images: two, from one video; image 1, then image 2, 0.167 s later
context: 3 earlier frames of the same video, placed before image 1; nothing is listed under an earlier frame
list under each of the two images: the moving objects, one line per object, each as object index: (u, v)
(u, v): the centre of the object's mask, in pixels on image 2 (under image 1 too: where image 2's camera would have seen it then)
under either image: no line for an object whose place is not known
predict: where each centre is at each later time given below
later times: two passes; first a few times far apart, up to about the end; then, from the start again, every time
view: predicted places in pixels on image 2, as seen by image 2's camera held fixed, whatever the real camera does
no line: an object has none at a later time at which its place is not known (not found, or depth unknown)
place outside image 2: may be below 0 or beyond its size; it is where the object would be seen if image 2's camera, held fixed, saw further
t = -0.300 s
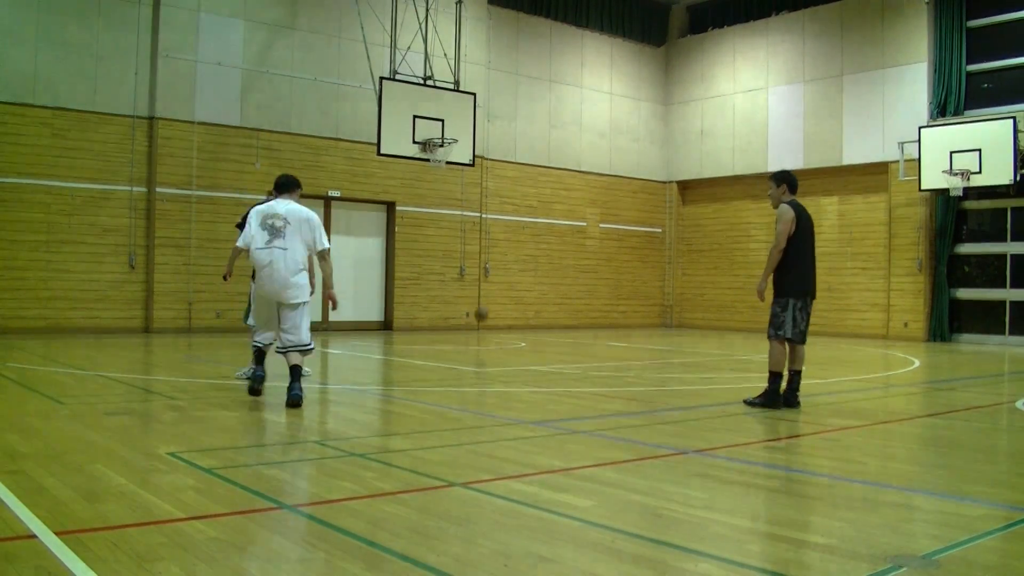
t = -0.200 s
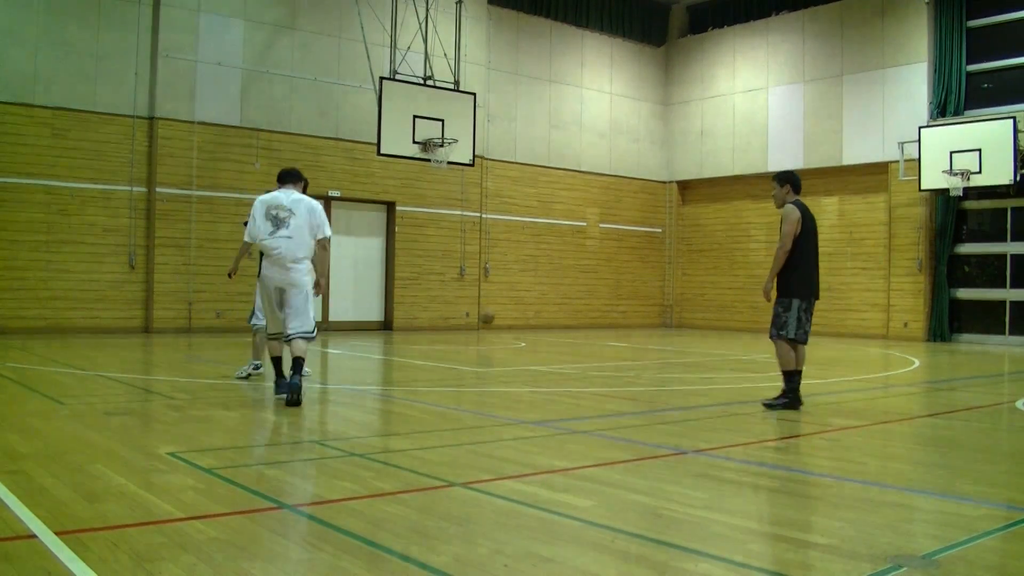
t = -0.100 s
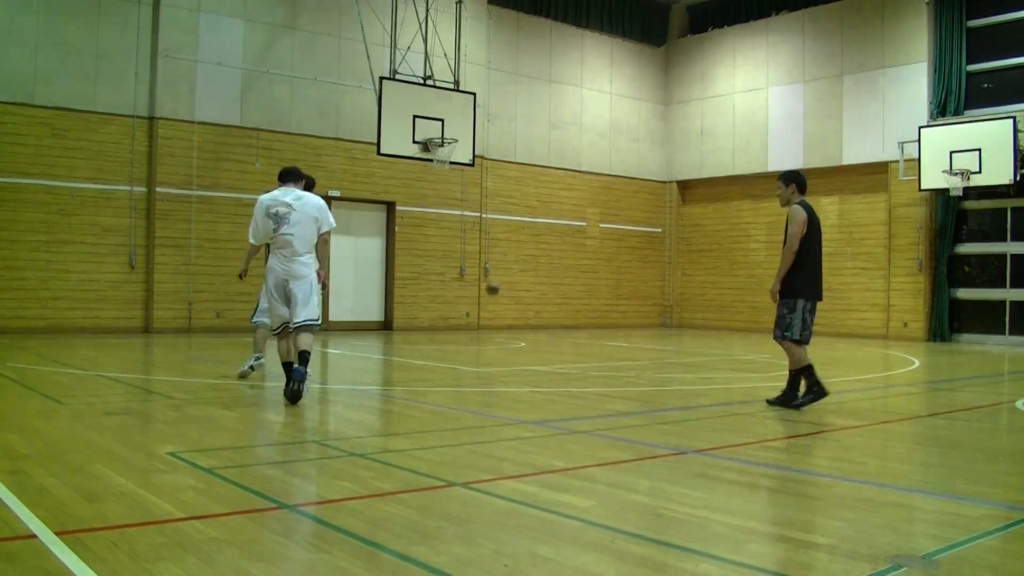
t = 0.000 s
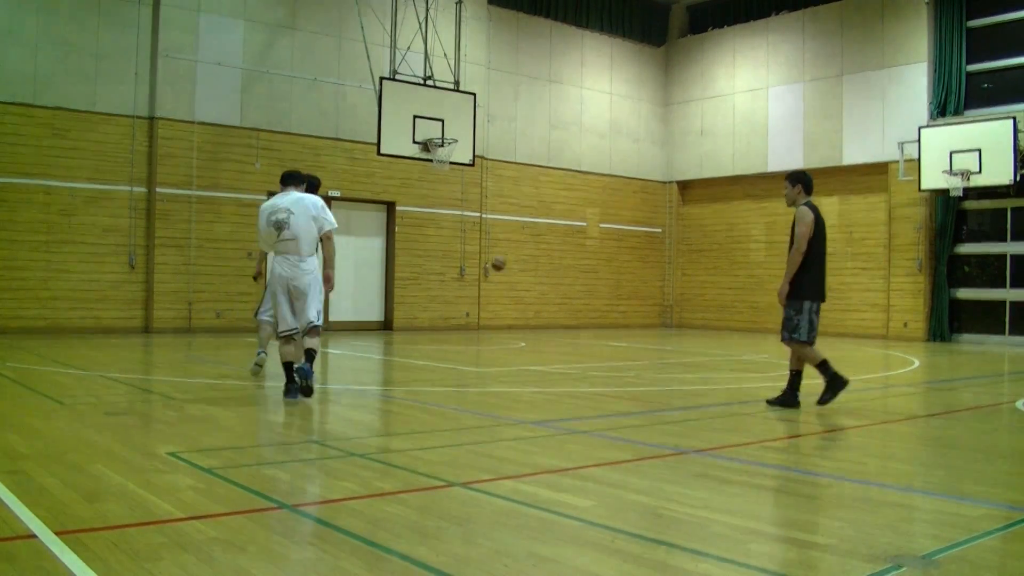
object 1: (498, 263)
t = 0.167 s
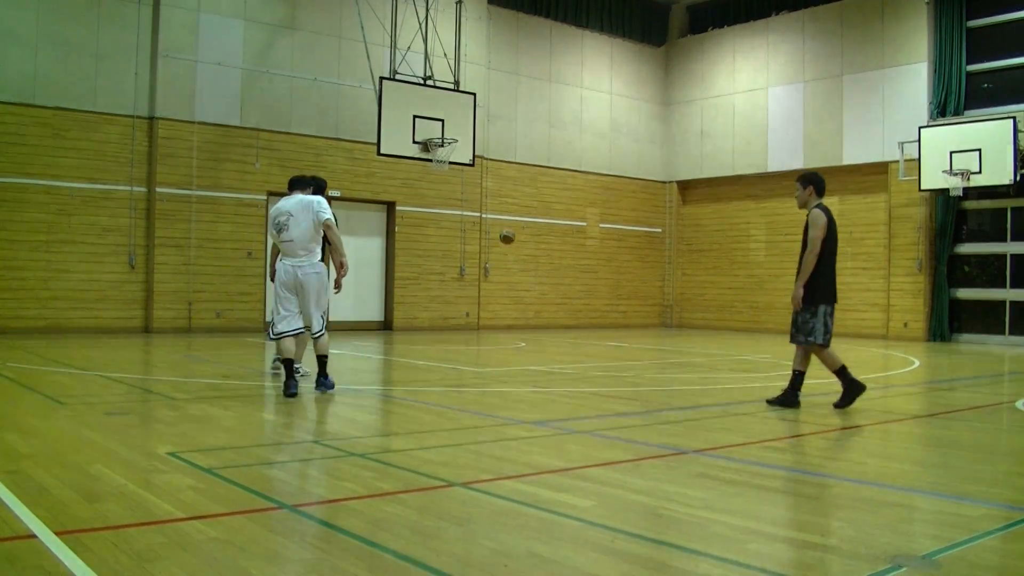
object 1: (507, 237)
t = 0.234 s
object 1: (511, 231)
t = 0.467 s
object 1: (522, 233)
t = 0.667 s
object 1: (532, 264)
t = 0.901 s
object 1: (543, 336)
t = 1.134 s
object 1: (557, 288)
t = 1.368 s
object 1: (571, 267)
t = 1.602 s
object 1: (584, 283)
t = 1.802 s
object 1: (596, 330)
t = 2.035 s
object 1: (609, 306)
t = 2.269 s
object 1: (621, 292)
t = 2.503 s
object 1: (634, 317)
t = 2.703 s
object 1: (645, 331)
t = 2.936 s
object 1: (657, 308)
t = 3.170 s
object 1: (668, 328)
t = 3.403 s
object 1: (681, 331)
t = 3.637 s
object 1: (694, 325)
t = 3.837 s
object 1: (704, 354)
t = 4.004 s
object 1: (715, 334)
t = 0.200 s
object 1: (509, 234)
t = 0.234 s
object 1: (511, 231)
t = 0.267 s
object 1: (512, 229)
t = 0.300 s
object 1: (514, 228)
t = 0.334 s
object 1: (515, 228)
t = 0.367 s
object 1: (517, 228)
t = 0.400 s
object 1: (519, 229)
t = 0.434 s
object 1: (521, 231)
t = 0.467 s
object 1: (522, 233)
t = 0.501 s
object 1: (524, 237)
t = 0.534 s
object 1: (526, 241)
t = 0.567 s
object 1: (527, 246)
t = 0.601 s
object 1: (529, 251)
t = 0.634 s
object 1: (530, 257)
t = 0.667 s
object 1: (532, 264)
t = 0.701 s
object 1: (534, 272)
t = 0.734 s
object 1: (535, 281)
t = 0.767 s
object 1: (537, 290)
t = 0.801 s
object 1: (538, 300)
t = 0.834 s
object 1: (540, 312)
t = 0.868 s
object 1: (541, 322)
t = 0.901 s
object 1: (543, 336)
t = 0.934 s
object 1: (545, 335)
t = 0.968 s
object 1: (547, 326)
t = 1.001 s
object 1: (549, 316)
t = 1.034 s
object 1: (551, 307)
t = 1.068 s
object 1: (553, 300)
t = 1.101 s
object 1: (555, 294)
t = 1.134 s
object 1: (557, 288)
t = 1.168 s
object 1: (559, 282)
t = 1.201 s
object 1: (561, 278)
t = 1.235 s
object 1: (563, 274)
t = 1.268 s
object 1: (566, 271)
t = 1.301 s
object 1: (567, 269)
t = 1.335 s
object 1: (570, 267)
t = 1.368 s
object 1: (571, 267)
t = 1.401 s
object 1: (573, 267)
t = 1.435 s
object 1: (575, 268)
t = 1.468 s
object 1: (577, 269)
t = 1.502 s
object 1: (579, 271)
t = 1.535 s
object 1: (581, 274)
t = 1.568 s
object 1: (583, 279)
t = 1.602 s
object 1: (584, 283)
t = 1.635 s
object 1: (587, 289)
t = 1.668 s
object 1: (588, 296)
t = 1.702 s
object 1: (590, 303)
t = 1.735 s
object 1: (592, 312)
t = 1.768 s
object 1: (594, 319)
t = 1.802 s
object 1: (596, 330)
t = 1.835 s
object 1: (598, 341)
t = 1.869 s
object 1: (599, 339)
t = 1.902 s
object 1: (601, 332)
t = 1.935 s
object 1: (603, 324)
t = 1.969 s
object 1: (605, 317)
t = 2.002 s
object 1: (607, 311)
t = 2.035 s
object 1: (609, 306)
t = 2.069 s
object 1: (610, 301)
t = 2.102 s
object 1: (612, 298)
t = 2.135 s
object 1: (615, 295)
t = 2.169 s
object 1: (616, 293)
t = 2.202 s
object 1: (618, 292)
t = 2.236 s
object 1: (620, 292)
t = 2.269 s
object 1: (621, 292)
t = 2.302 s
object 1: (623, 293)
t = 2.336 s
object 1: (625, 296)
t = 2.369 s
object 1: (627, 298)
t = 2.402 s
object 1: (629, 302)
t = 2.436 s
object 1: (630, 306)
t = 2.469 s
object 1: (632, 312)
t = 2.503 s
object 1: (634, 317)
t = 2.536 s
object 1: (636, 326)
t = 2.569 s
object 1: (637, 334)
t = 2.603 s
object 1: (639, 344)
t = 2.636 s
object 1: (641, 346)
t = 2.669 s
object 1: (642, 338)
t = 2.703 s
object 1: (645, 331)
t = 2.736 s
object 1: (647, 326)
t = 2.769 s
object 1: (648, 321)
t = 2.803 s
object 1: (649, 317)
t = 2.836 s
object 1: (652, 313)
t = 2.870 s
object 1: (653, 311)
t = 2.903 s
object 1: (655, 309)
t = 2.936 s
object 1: (657, 308)
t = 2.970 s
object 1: (658, 308)
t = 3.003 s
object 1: (660, 309)
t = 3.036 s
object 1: (662, 311)
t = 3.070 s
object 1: (664, 314)
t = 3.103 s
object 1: (665, 317)
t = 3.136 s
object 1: (666, 322)
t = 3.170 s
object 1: (668, 328)
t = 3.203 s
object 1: (670, 335)
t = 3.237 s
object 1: (672, 342)
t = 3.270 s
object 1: (674, 351)
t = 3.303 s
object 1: (675, 347)
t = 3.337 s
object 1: (677, 341)
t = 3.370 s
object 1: (679, 335)
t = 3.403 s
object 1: (681, 331)
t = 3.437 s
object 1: (683, 328)
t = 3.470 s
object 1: (685, 325)
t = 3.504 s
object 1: (686, 323)
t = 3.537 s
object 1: (688, 323)
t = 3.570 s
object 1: (689, 322)
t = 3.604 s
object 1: (691, 324)
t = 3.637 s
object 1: (694, 325)
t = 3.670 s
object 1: (695, 328)
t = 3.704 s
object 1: (697, 333)
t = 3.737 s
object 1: (699, 337)
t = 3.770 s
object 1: (700, 343)
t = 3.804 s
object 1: (703, 350)
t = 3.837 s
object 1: (704, 354)
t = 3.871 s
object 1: (706, 349)
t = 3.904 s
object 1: (709, 344)
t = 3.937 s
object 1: (711, 340)
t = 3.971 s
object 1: (713, 337)
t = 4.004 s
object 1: (715, 334)
